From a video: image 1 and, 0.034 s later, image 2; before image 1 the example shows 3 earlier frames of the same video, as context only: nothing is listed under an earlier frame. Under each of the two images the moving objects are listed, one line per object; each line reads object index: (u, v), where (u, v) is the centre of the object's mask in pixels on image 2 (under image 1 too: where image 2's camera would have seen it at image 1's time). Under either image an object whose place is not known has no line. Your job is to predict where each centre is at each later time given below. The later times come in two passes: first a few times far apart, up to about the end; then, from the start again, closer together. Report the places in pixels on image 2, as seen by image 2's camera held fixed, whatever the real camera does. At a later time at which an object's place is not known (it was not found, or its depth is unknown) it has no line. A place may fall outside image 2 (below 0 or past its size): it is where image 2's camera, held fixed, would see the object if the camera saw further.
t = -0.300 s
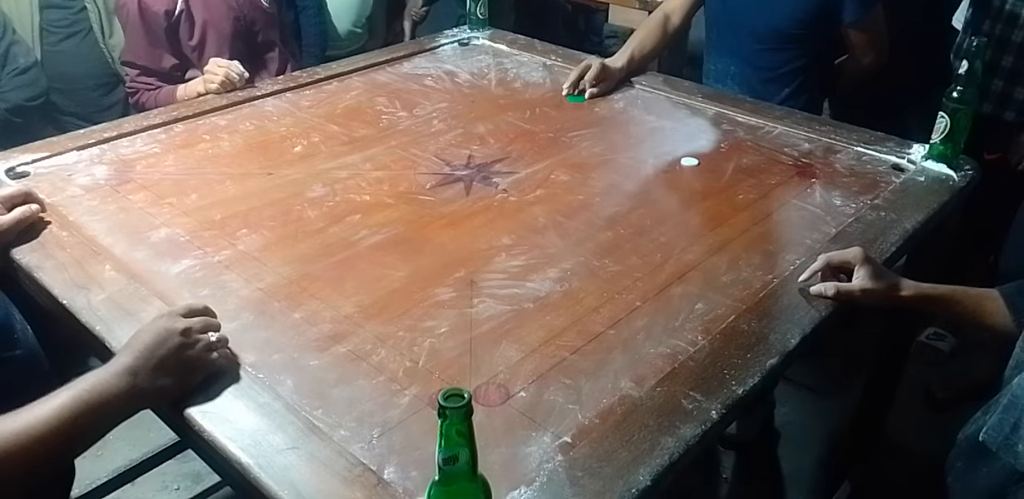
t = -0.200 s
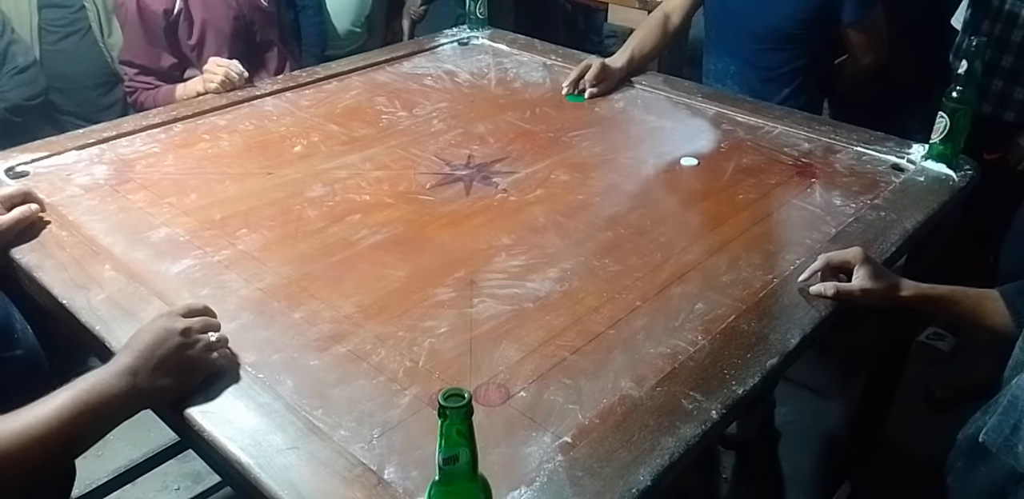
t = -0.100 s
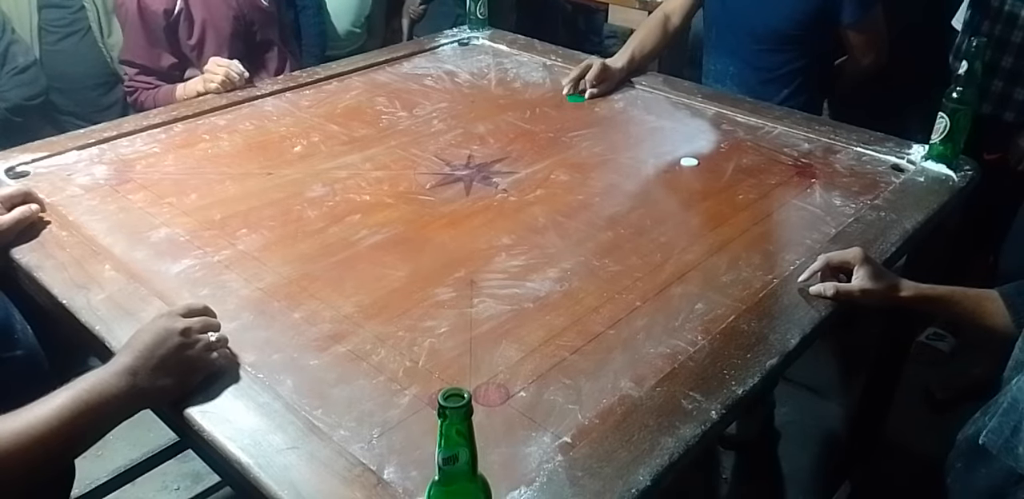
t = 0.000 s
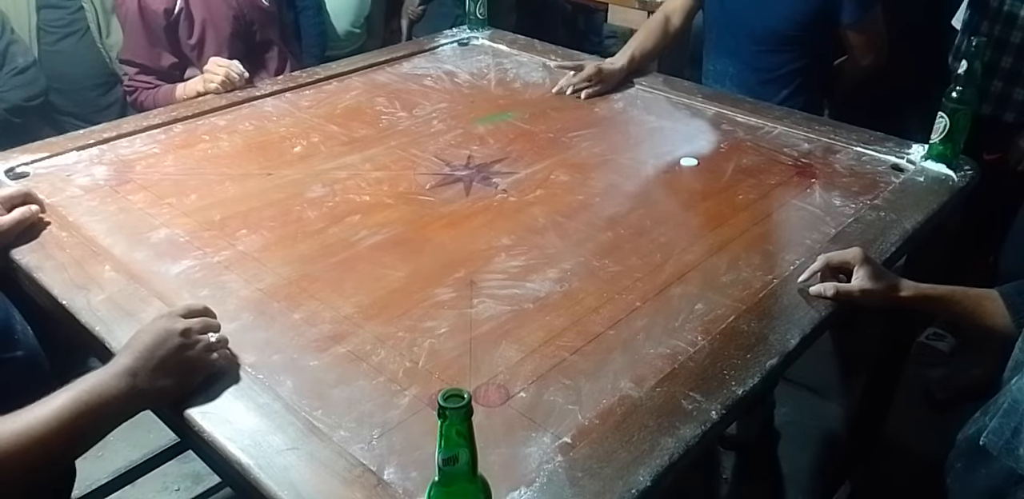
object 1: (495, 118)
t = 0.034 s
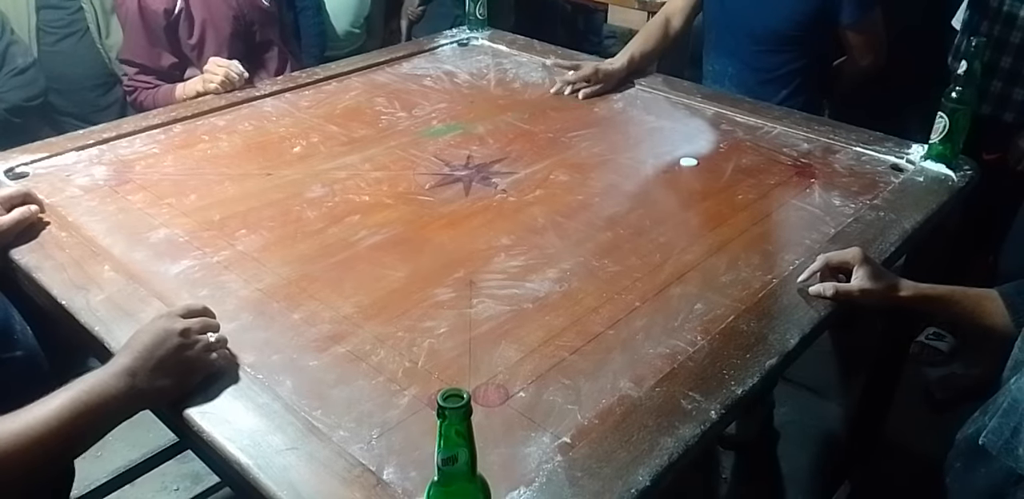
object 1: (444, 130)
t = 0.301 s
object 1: (140, 186)
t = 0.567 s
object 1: (358, 98)
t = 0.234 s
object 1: (80, 211)
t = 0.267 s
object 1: (100, 201)
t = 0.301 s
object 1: (140, 186)
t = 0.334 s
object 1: (179, 170)
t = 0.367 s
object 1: (210, 158)
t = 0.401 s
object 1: (241, 145)
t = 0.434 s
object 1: (269, 134)
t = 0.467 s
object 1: (295, 123)
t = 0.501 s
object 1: (317, 114)
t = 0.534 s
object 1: (338, 106)
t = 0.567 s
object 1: (358, 98)
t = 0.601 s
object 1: (378, 91)
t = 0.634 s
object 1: (394, 84)
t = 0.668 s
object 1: (410, 77)
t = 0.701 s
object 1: (424, 72)
